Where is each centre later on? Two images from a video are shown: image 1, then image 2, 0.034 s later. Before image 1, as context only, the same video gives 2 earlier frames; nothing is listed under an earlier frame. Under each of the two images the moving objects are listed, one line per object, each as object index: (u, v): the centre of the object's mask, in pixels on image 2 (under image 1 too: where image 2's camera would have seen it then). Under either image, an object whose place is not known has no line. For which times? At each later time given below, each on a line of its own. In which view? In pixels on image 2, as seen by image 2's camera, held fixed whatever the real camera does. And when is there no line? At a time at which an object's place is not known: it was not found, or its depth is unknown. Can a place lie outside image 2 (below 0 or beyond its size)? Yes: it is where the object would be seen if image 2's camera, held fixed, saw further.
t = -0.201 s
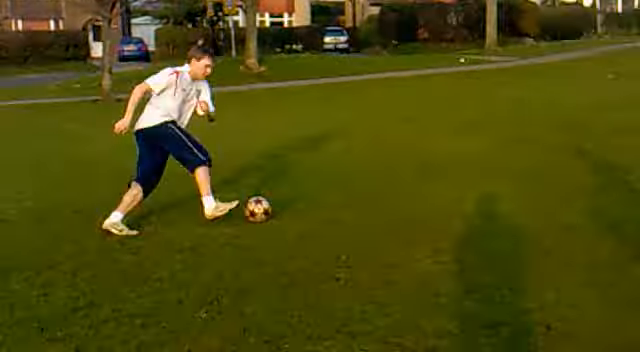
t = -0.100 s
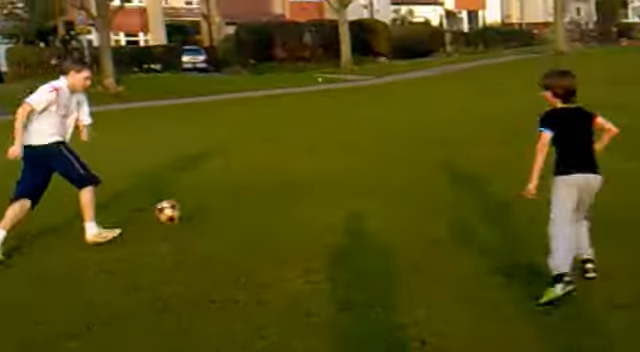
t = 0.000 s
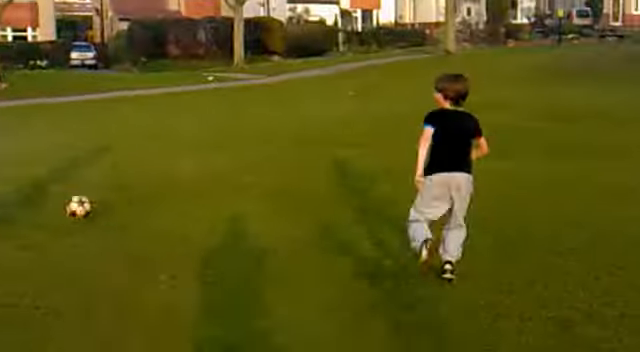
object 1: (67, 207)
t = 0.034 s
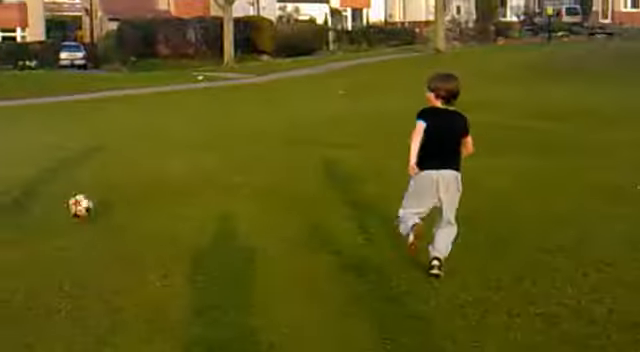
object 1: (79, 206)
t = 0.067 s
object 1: (93, 205)
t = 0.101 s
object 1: (104, 208)
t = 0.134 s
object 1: (114, 210)
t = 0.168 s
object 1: (120, 203)
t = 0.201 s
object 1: (128, 198)
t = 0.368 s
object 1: (165, 192)
